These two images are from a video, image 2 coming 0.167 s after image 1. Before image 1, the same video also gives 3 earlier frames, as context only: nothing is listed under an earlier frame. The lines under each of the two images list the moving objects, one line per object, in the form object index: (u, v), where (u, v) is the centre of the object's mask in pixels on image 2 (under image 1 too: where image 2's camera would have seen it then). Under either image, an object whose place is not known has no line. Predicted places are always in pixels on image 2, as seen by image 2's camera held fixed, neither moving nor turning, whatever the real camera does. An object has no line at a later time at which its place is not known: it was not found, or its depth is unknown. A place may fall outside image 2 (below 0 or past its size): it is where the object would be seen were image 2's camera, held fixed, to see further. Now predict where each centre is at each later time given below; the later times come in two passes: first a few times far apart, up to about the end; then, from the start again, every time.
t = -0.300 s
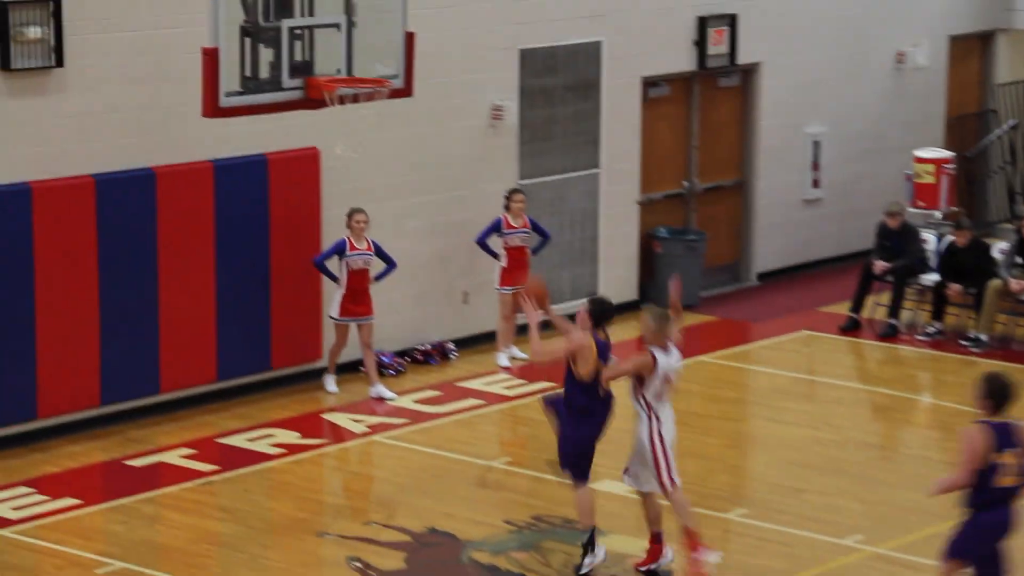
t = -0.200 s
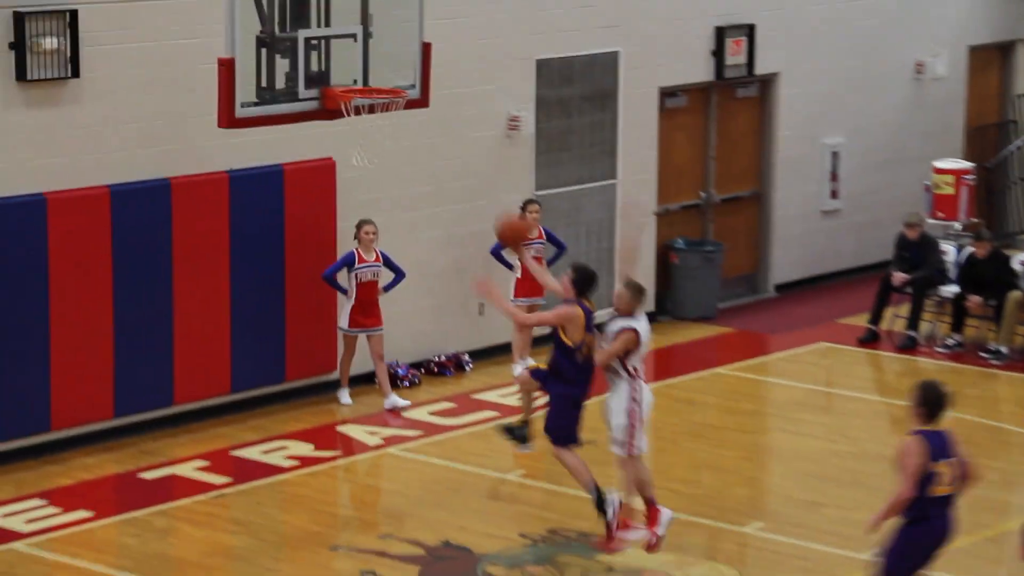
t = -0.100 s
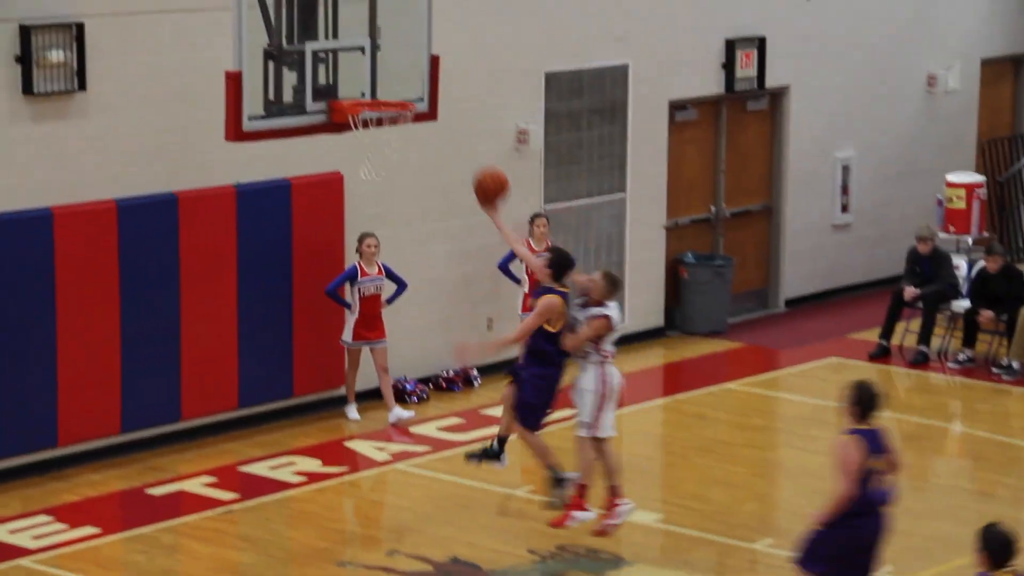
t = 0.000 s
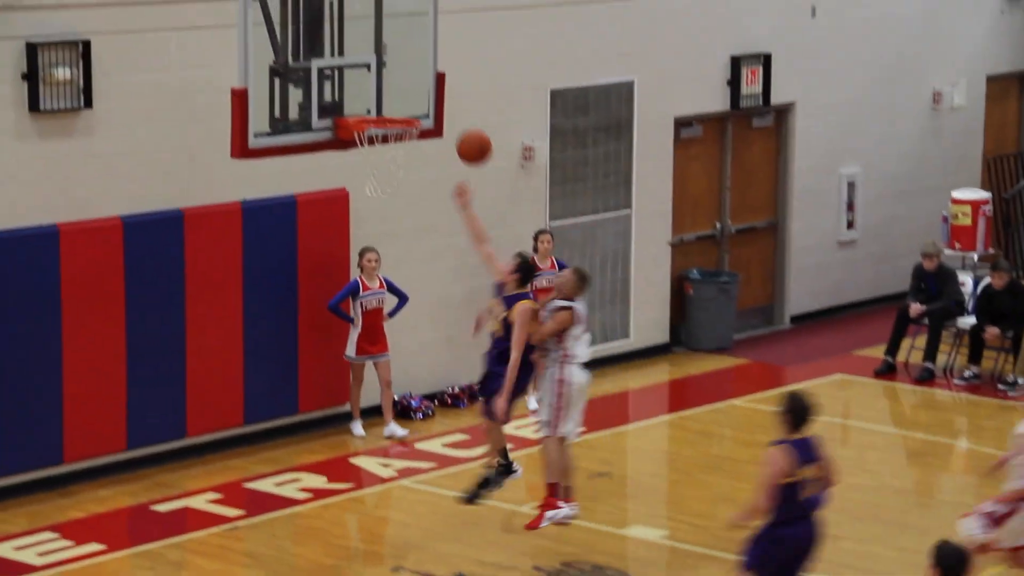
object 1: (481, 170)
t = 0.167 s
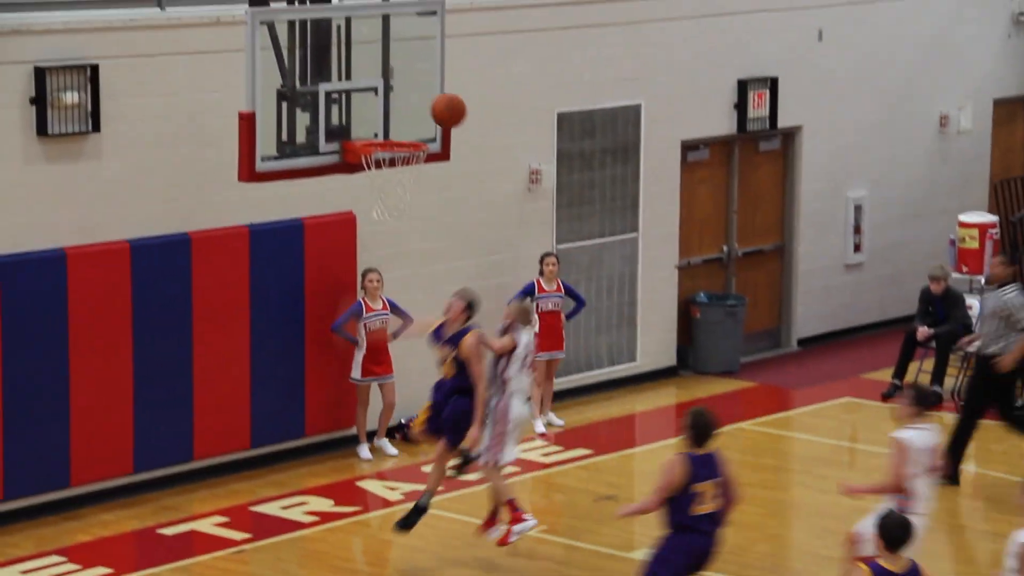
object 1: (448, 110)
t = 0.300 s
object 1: (423, 92)
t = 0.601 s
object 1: (397, 122)
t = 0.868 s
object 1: (436, 125)
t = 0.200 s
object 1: (442, 104)
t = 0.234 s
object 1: (436, 99)
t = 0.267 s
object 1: (429, 94)
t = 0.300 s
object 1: (423, 92)
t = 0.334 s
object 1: (417, 92)
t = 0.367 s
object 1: (411, 92)
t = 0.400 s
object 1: (404, 95)
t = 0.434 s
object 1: (398, 99)
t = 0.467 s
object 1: (392, 105)
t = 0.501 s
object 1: (385, 112)
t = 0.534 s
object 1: (387, 117)
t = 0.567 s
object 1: (392, 123)
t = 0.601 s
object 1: (397, 122)
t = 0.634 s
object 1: (402, 117)
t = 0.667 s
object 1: (407, 114)
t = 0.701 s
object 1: (412, 112)
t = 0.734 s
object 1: (416, 112)
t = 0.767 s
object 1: (421, 113)
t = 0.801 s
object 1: (426, 115)
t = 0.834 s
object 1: (431, 120)
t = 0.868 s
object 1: (436, 125)
